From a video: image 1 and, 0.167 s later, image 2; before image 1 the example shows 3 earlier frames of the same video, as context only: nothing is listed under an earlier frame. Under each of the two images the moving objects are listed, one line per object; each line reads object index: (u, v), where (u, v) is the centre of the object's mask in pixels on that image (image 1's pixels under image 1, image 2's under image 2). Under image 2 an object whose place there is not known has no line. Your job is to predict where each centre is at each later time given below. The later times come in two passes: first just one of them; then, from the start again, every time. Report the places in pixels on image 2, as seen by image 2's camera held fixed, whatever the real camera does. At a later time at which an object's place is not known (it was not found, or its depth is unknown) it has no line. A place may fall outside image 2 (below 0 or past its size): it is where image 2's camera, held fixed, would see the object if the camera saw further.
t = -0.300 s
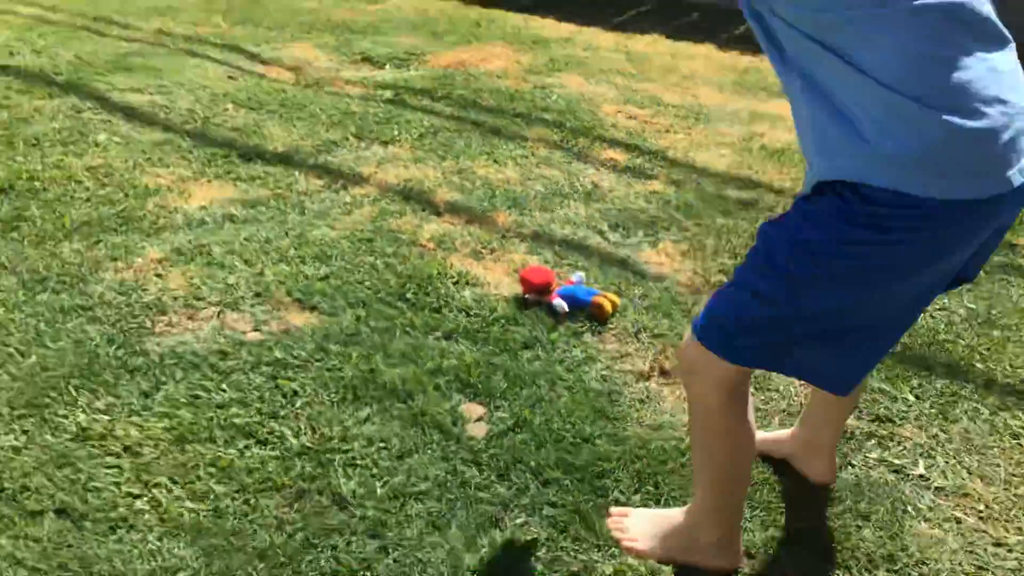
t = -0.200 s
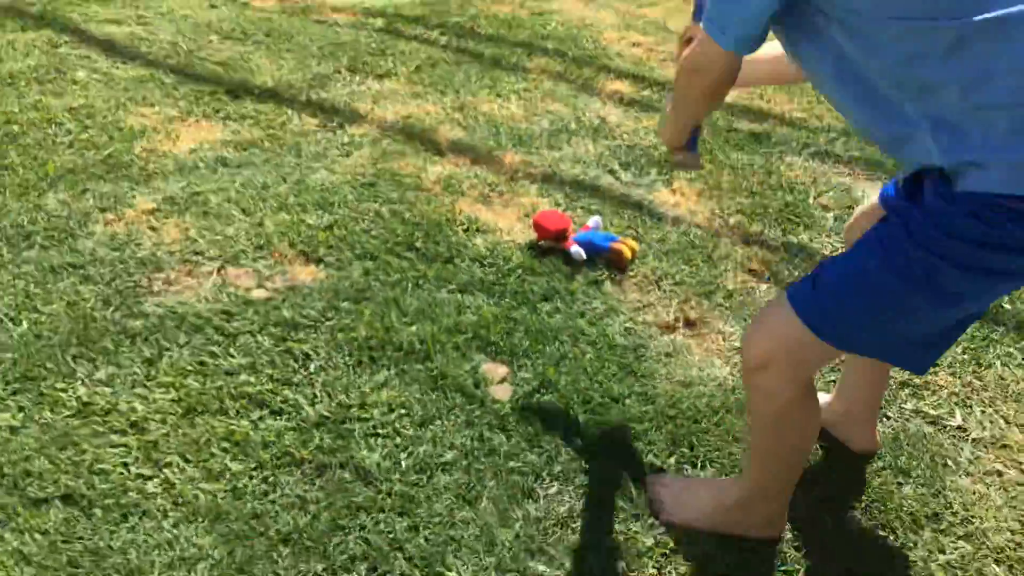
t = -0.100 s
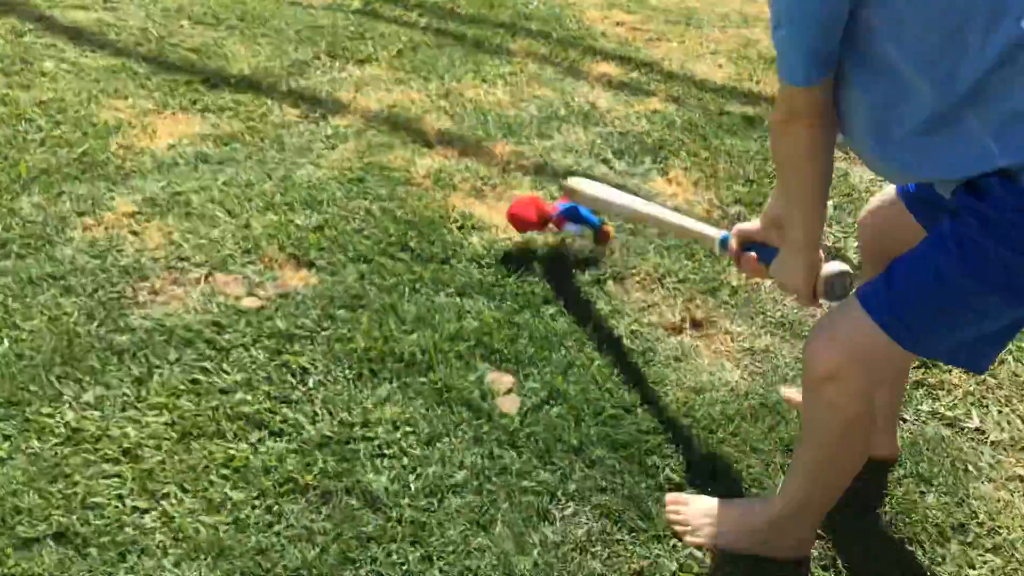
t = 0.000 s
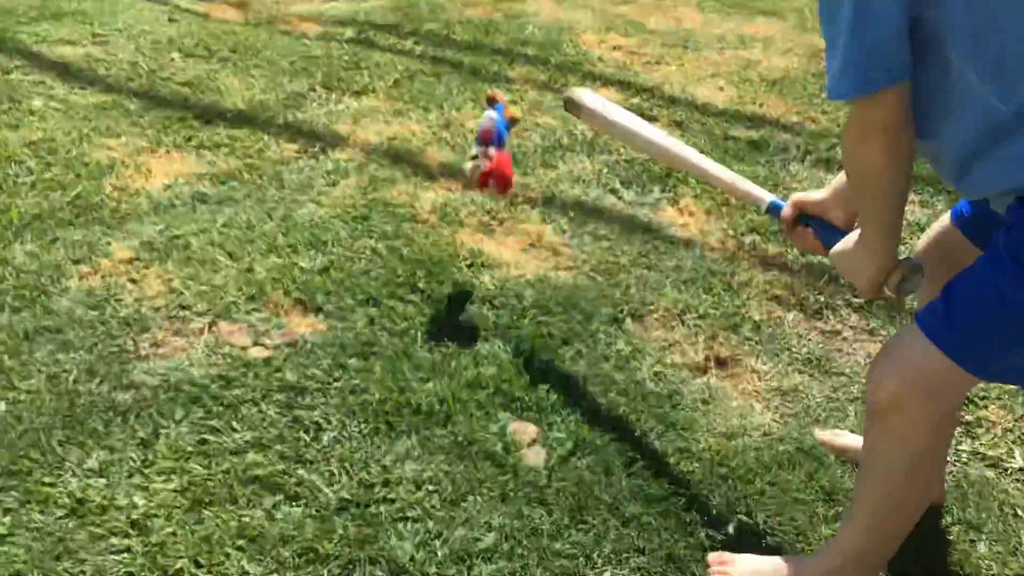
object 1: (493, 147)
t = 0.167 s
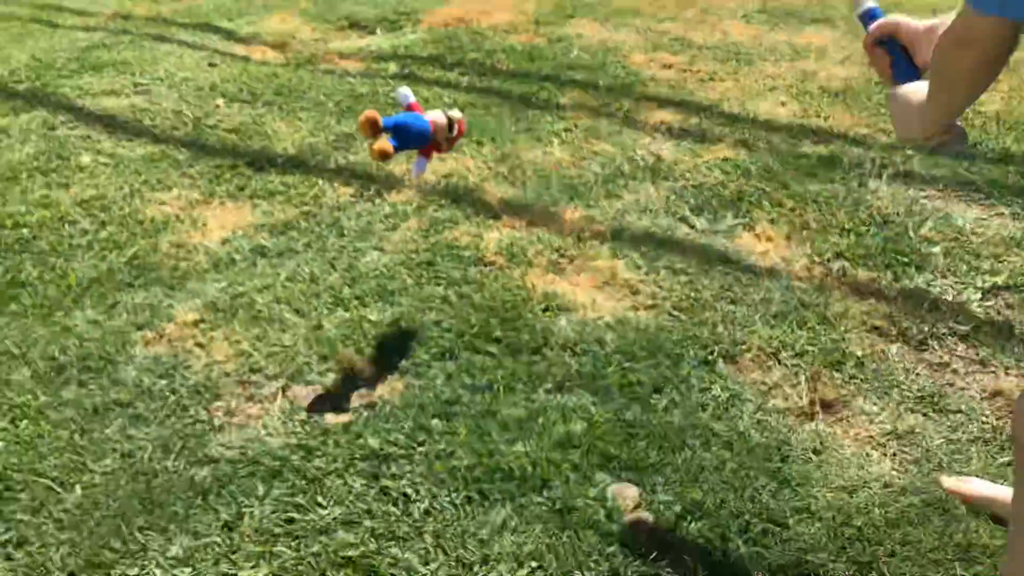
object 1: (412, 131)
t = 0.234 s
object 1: (371, 162)
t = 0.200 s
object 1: (390, 143)
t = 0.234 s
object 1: (371, 162)
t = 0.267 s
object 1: (351, 183)
